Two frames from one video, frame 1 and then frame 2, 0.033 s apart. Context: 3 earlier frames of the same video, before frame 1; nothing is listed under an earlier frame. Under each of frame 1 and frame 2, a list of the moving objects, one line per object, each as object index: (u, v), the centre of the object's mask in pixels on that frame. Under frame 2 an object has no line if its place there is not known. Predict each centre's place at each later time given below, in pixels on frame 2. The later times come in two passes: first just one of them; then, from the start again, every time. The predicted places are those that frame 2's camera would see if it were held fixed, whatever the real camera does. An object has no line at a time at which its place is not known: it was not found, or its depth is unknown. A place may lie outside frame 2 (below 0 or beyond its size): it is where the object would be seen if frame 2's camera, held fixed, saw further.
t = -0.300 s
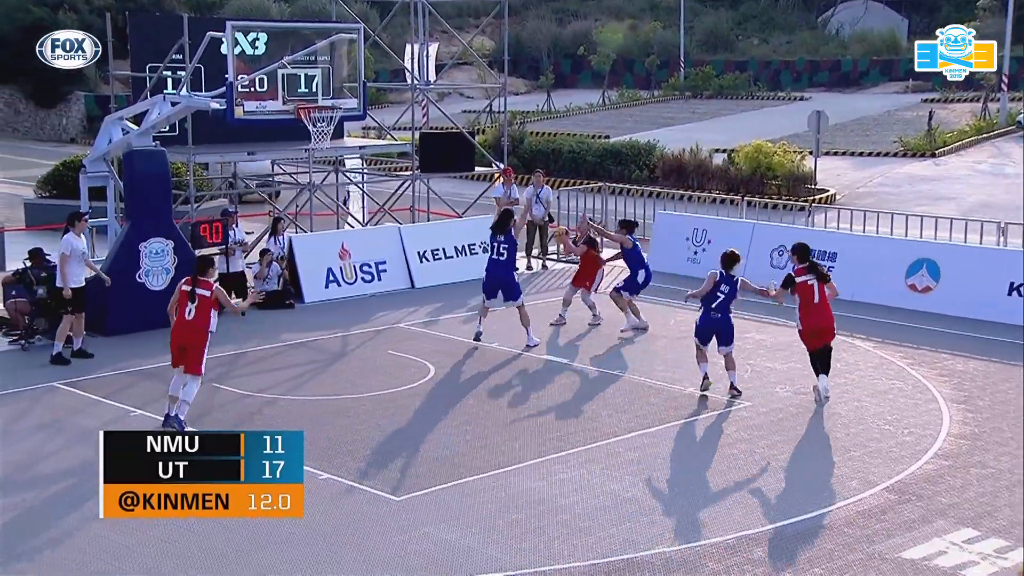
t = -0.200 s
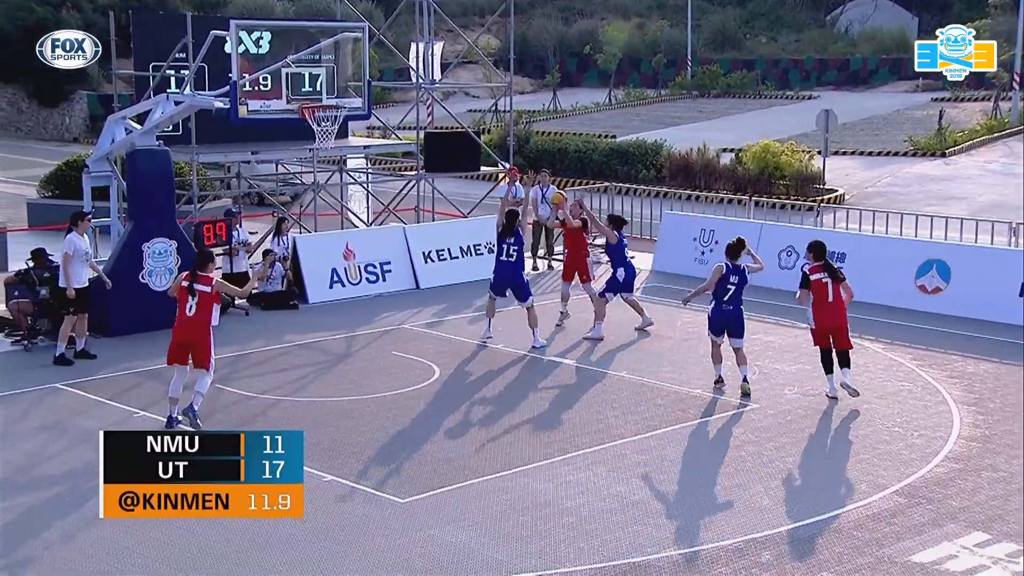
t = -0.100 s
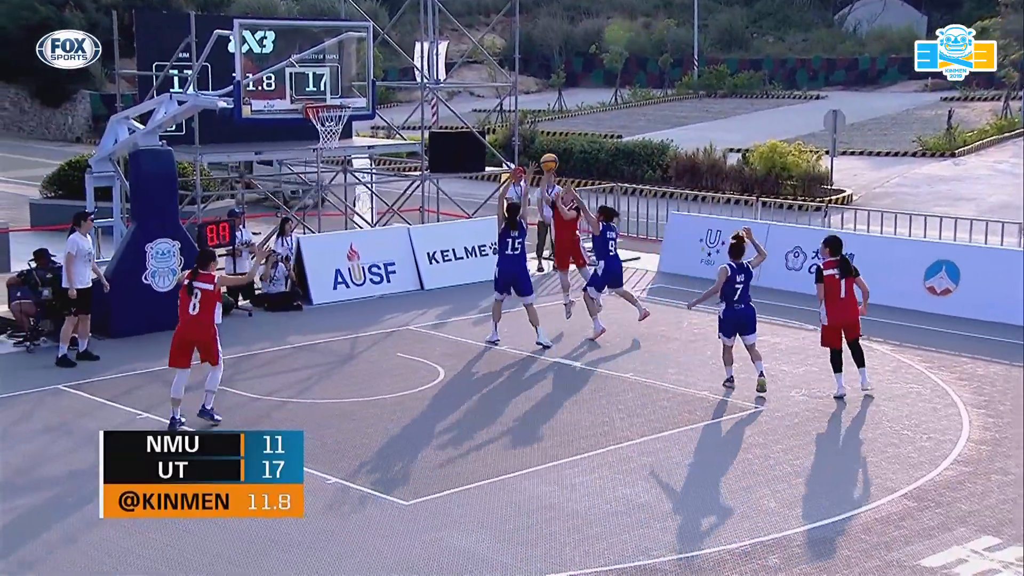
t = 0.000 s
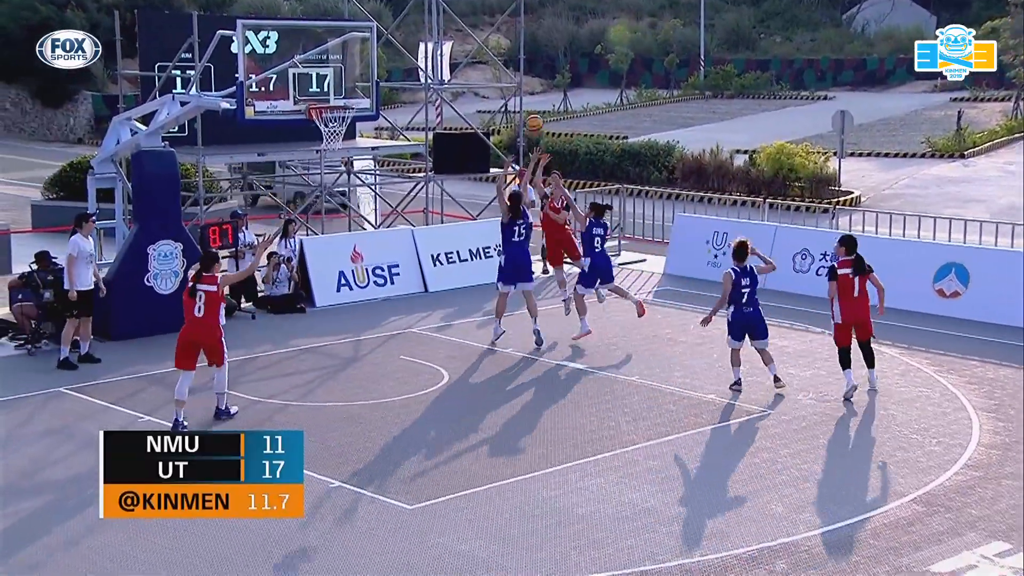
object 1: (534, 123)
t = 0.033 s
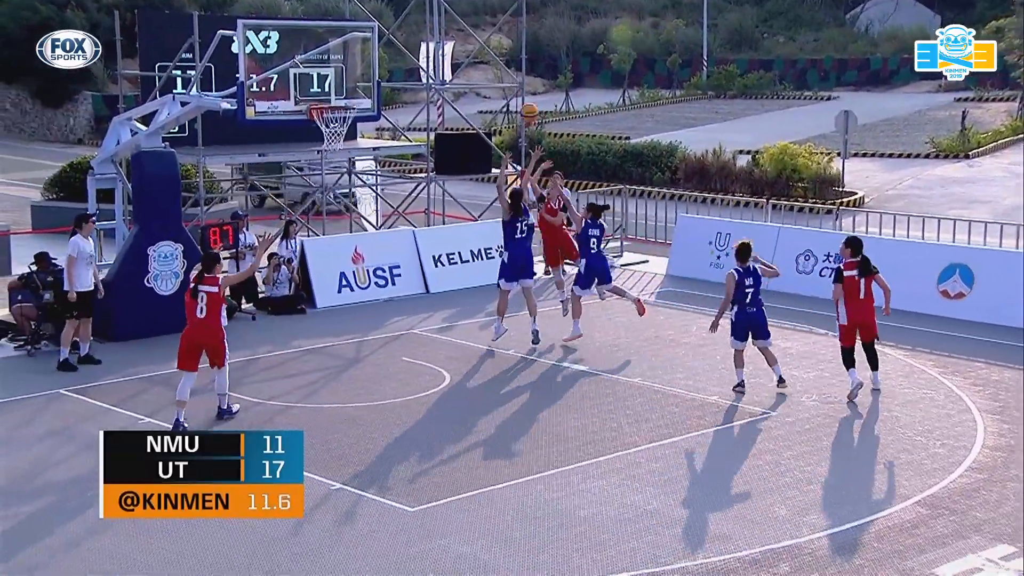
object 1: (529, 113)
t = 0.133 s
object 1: (508, 81)
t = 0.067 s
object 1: (523, 102)
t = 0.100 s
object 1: (516, 91)
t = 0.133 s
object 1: (508, 81)
